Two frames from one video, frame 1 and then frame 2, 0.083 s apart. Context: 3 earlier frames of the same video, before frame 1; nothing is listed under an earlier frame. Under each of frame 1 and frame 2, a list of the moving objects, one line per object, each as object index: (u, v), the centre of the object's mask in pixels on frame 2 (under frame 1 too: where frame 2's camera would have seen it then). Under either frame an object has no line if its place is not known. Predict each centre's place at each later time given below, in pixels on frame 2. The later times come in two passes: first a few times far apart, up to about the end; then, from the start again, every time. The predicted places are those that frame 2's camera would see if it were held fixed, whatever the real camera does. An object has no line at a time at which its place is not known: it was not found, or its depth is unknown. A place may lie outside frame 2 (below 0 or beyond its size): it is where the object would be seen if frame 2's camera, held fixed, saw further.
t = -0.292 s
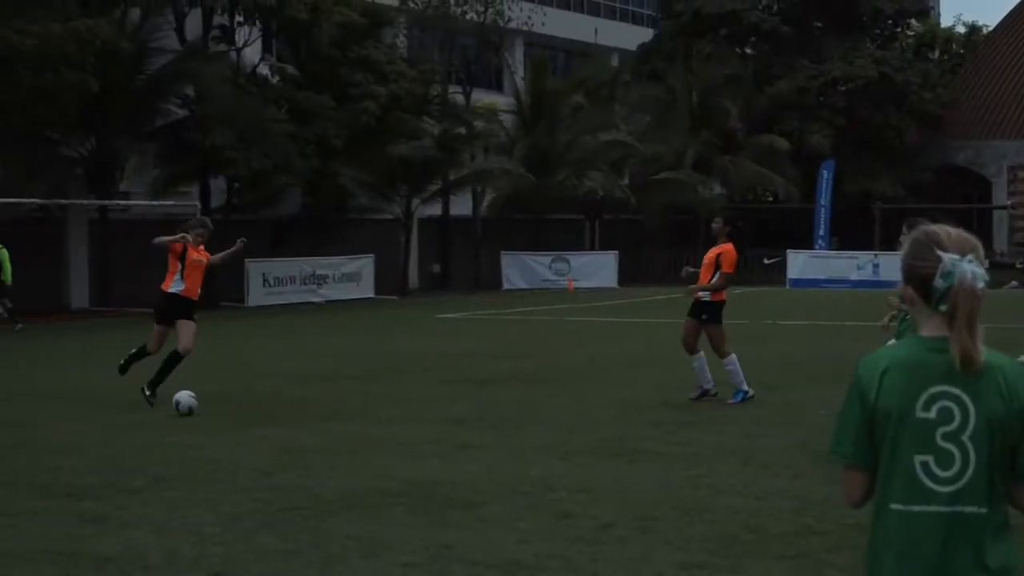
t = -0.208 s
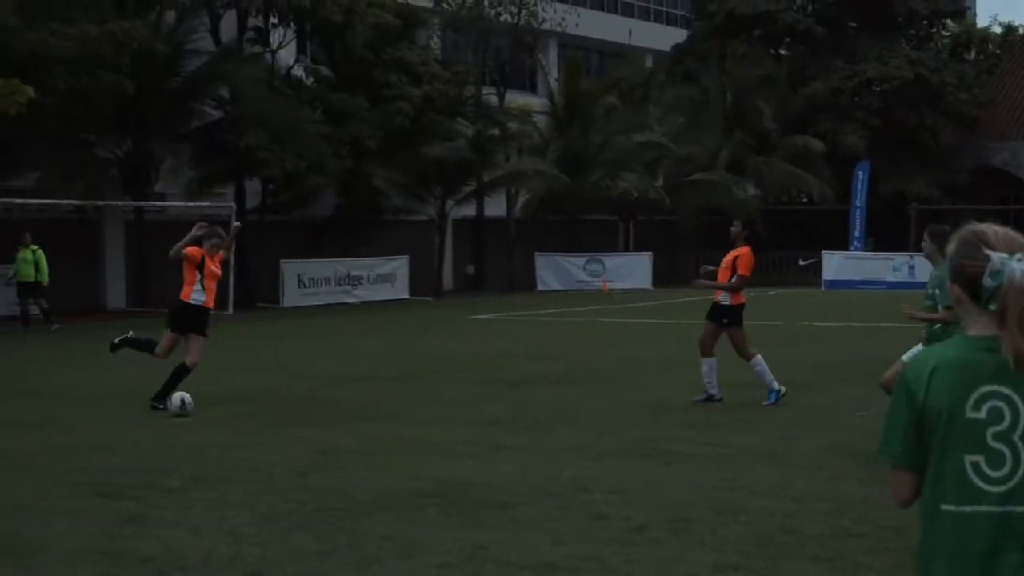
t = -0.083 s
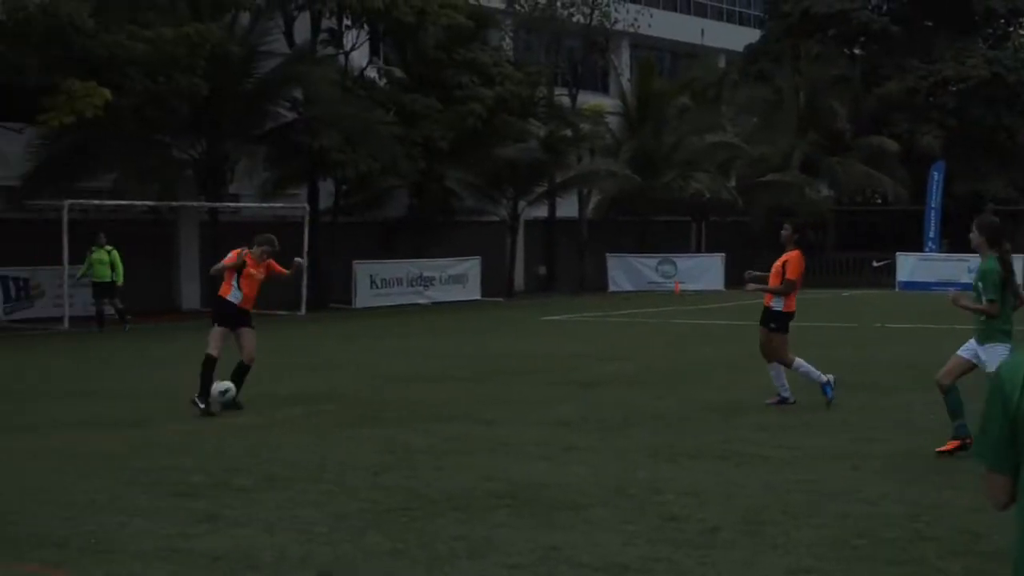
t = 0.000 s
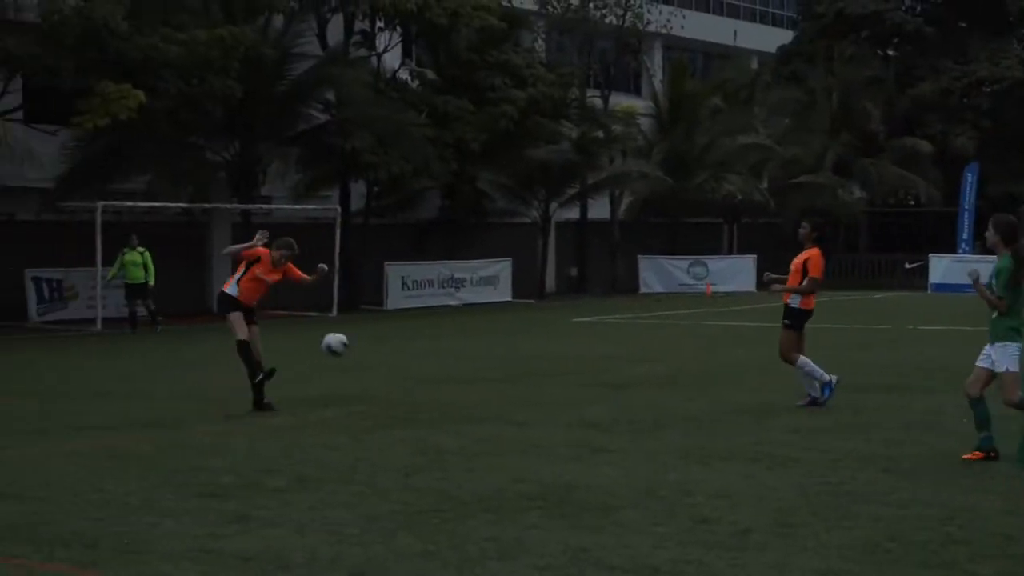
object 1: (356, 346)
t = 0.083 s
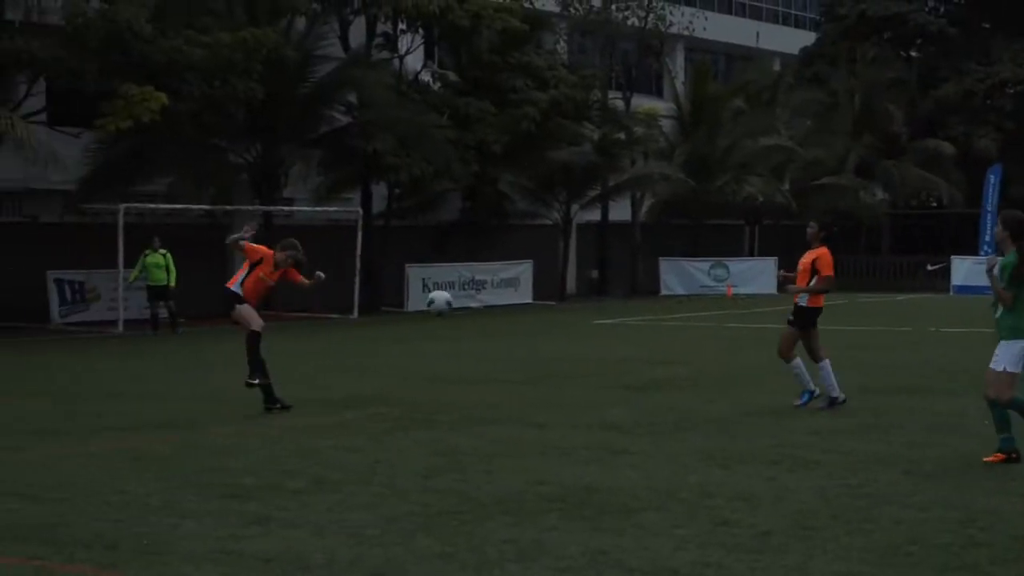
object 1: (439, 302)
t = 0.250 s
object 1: (610, 232)
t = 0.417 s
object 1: (799, 186)
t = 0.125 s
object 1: (480, 284)
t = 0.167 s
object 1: (523, 265)
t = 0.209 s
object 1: (566, 247)
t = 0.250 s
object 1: (610, 232)
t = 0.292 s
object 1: (656, 218)
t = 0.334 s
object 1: (703, 206)
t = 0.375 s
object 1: (750, 195)
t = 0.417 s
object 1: (799, 186)
